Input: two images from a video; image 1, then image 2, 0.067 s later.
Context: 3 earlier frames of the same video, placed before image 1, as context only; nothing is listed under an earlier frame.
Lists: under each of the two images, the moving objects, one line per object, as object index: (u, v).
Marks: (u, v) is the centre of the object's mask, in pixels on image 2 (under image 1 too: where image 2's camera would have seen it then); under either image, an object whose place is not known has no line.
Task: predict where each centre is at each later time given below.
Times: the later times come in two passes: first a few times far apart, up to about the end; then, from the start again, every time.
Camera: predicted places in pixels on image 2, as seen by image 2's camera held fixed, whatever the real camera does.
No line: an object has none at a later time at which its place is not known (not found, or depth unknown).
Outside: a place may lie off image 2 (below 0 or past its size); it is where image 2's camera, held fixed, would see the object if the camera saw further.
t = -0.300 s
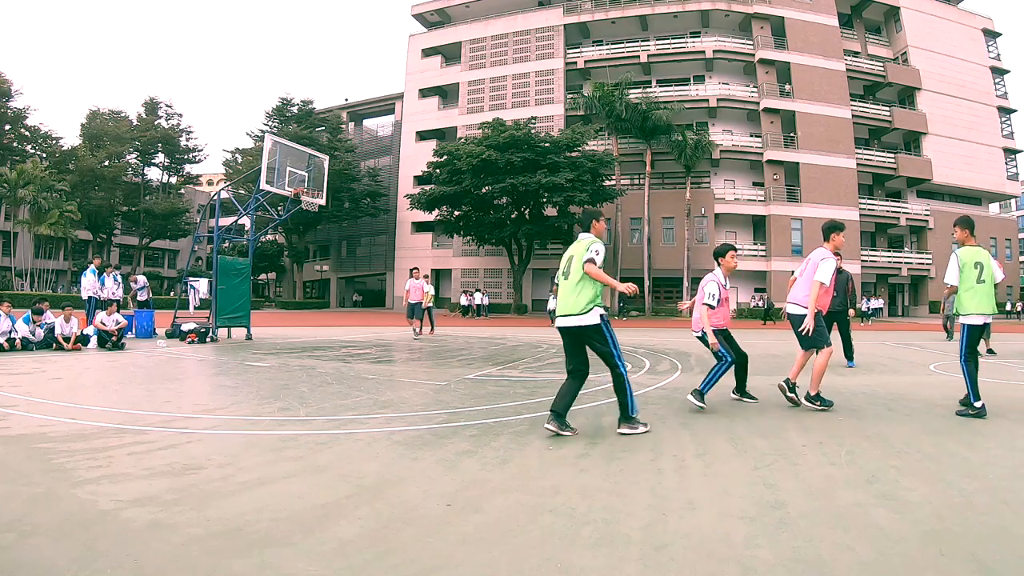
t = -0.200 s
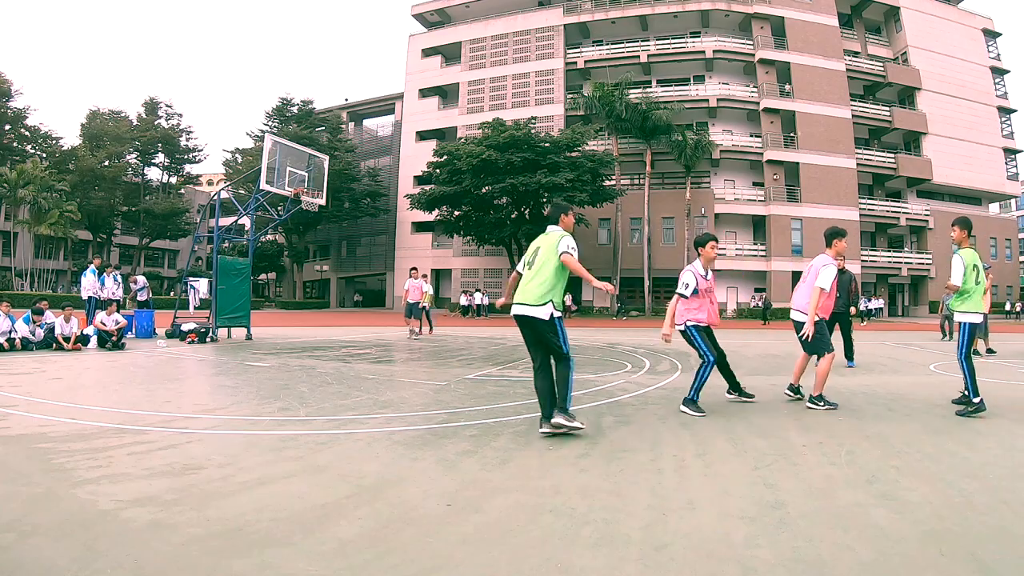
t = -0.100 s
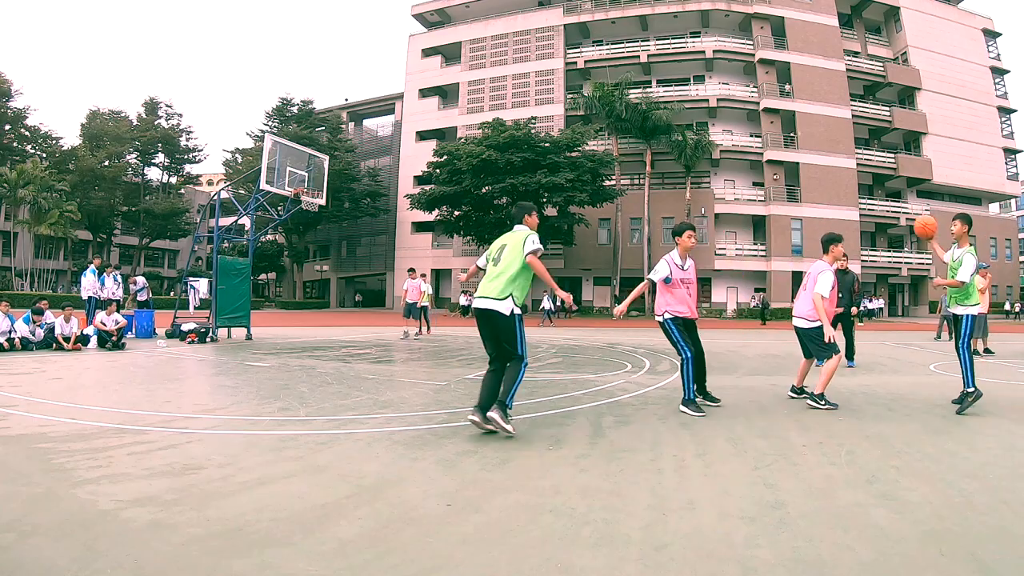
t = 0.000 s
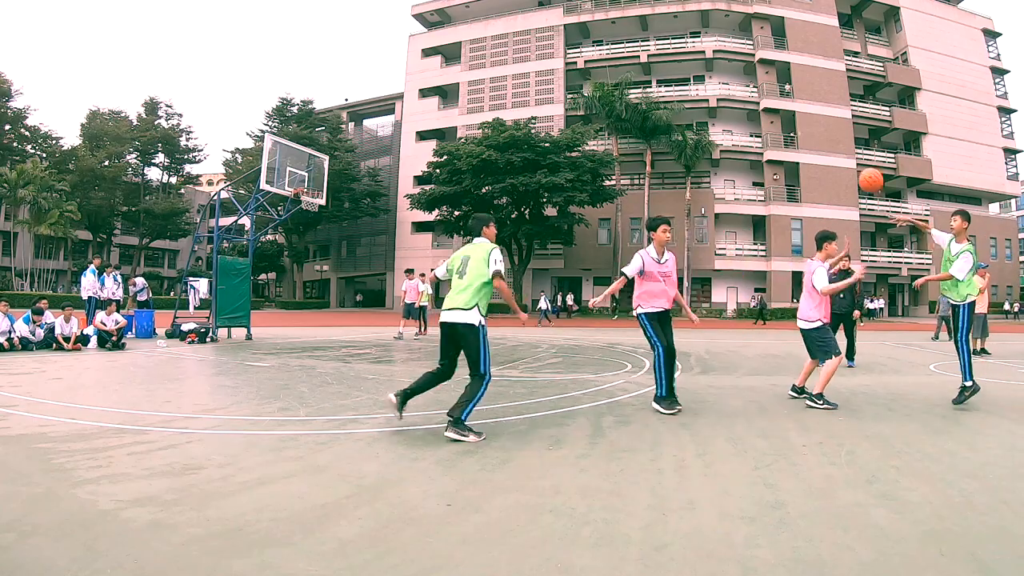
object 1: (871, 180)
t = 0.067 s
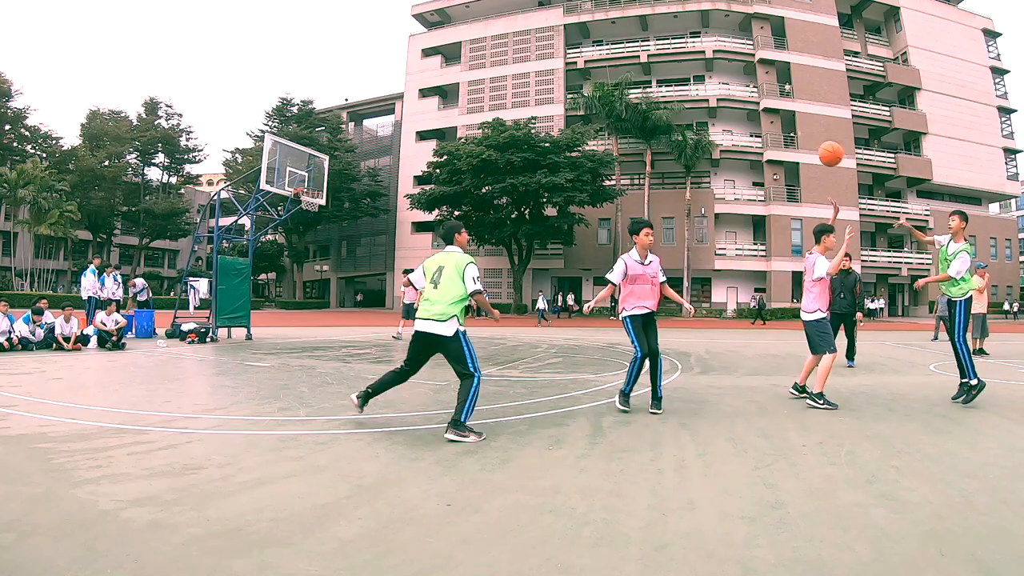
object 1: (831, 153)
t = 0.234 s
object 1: (718, 105)
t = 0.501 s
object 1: (514, 92)
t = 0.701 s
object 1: (354, 143)
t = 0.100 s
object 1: (809, 141)
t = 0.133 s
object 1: (788, 130)
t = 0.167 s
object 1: (766, 121)
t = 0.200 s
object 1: (743, 113)
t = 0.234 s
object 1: (718, 105)
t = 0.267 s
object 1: (695, 99)
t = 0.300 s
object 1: (670, 94)
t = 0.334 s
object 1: (645, 89)
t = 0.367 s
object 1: (619, 87)
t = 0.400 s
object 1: (593, 86)
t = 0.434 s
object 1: (568, 87)
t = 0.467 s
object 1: (541, 89)
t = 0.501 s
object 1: (514, 92)
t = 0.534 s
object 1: (487, 97)
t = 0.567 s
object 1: (460, 103)
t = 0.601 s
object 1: (434, 111)
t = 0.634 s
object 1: (407, 121)
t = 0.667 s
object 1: (380, 132)
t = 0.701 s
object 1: (354, 143)
